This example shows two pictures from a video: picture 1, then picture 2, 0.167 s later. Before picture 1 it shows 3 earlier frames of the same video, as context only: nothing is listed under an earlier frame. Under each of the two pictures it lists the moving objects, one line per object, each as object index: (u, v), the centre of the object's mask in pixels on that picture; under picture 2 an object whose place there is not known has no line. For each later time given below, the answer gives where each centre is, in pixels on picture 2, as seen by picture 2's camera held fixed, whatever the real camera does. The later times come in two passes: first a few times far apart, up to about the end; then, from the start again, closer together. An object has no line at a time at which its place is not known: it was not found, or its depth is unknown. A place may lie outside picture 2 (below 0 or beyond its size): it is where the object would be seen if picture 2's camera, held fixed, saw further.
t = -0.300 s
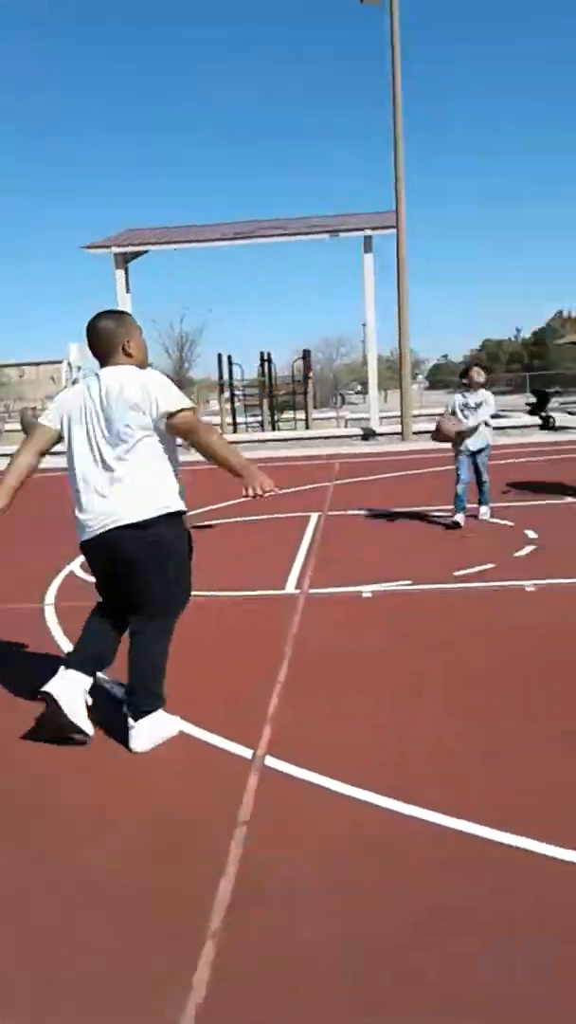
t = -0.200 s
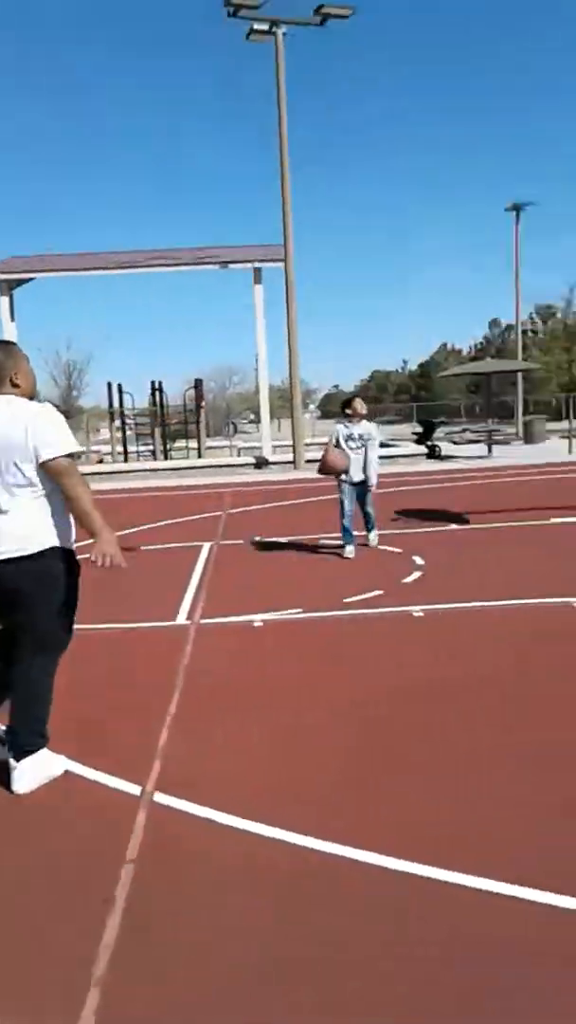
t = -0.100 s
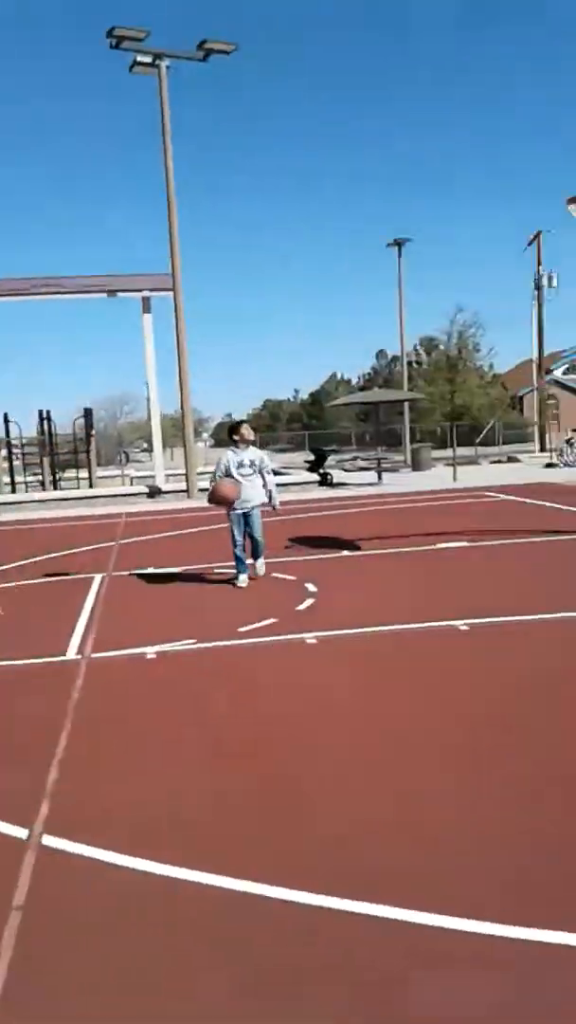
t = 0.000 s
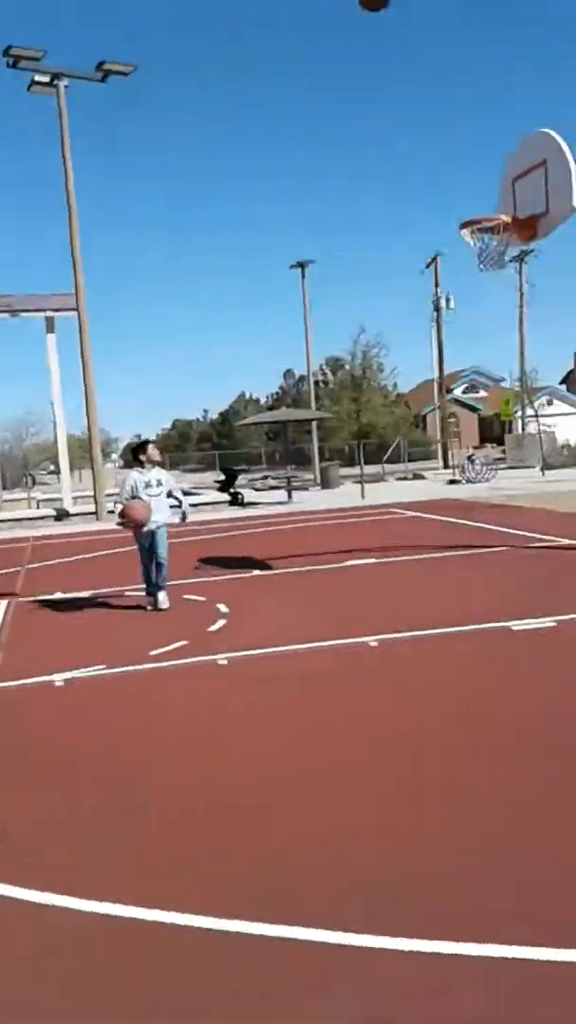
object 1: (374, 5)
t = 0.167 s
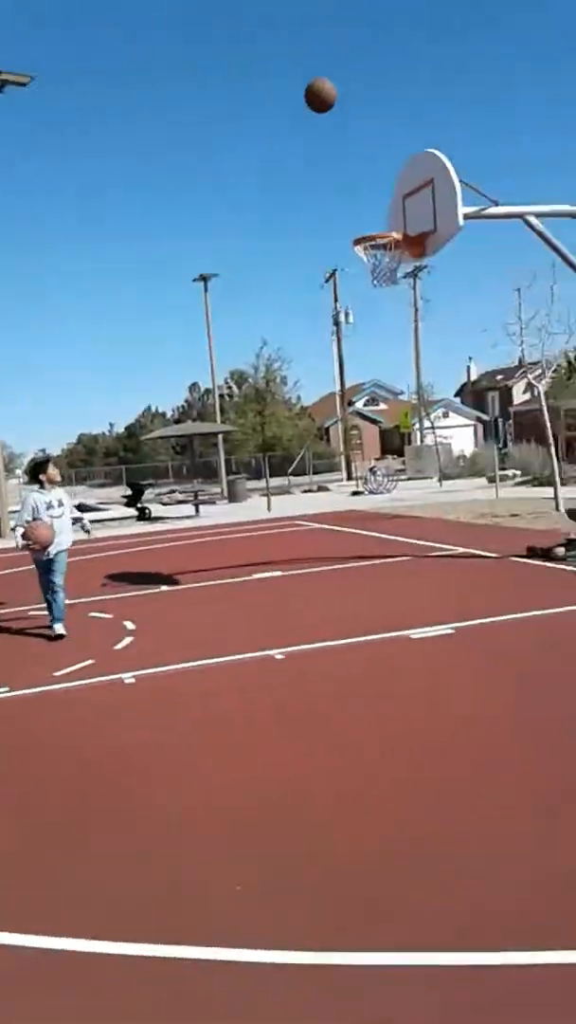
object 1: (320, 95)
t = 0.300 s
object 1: (350, 179)
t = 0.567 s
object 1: (409, 359)
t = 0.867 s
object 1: (460, 536)
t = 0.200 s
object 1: (328, 115)
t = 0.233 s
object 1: (335, 136)
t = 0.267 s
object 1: (342, 157)
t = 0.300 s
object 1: (350, 179)
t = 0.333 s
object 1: (359, 200)
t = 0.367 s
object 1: (367, 222)
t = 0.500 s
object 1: (394, 312)
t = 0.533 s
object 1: (402, 335)
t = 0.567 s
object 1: (409, 359)
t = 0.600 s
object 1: (419, 384)
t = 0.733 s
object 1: (442, 485)
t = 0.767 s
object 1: (447, 513)
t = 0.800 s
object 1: (454, 538)
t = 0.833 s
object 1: (459, 560)
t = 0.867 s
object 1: (460, 536)
